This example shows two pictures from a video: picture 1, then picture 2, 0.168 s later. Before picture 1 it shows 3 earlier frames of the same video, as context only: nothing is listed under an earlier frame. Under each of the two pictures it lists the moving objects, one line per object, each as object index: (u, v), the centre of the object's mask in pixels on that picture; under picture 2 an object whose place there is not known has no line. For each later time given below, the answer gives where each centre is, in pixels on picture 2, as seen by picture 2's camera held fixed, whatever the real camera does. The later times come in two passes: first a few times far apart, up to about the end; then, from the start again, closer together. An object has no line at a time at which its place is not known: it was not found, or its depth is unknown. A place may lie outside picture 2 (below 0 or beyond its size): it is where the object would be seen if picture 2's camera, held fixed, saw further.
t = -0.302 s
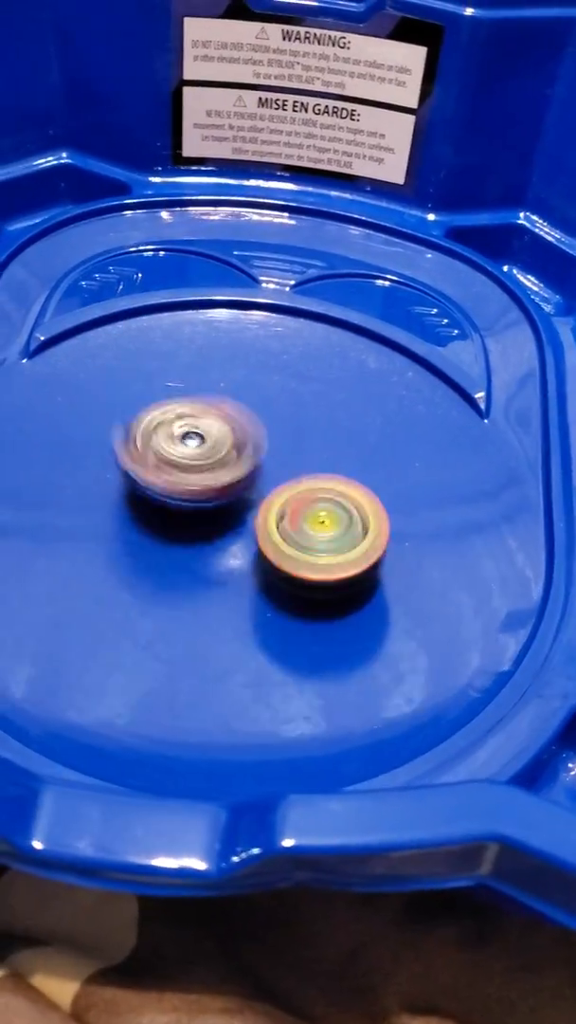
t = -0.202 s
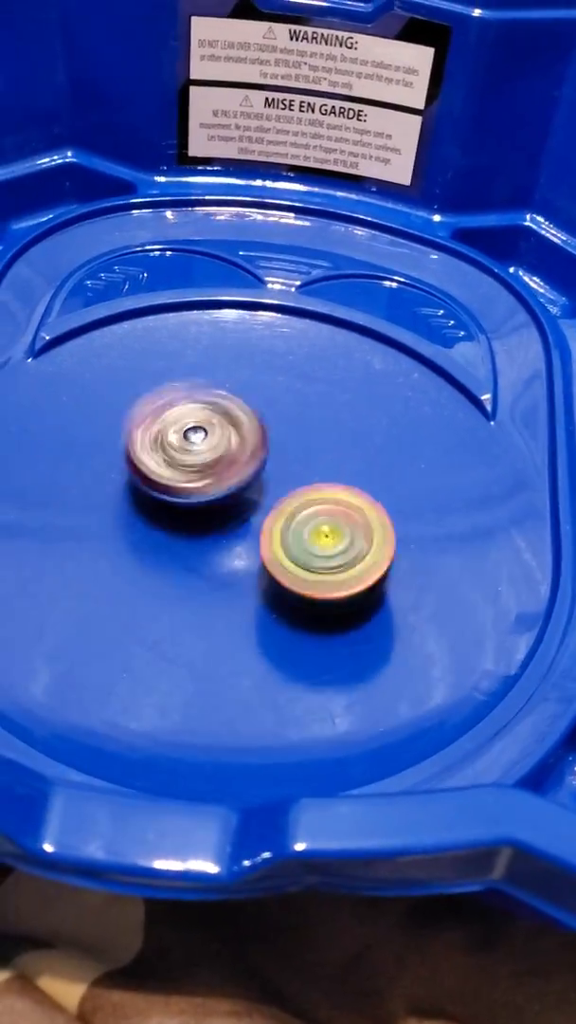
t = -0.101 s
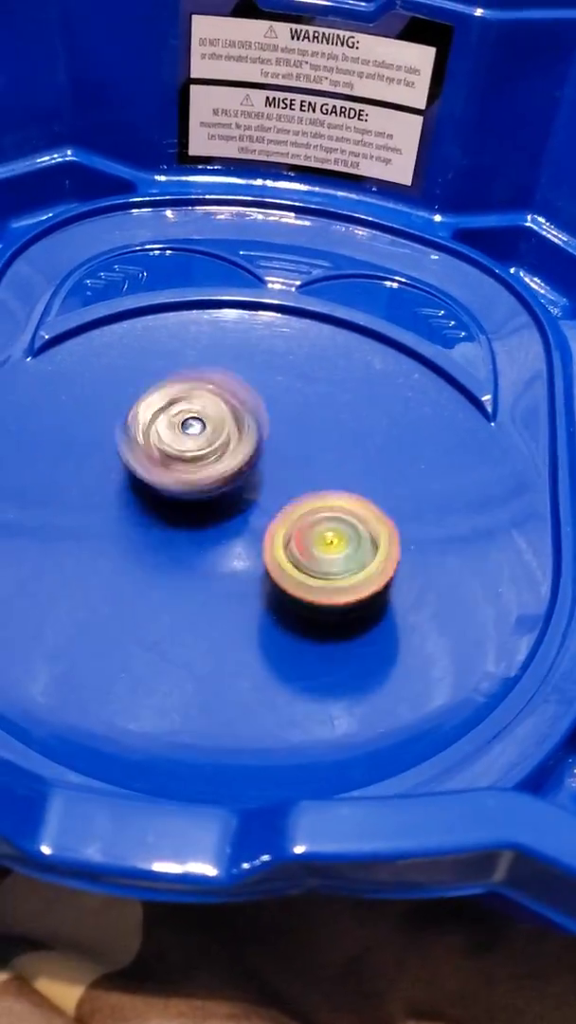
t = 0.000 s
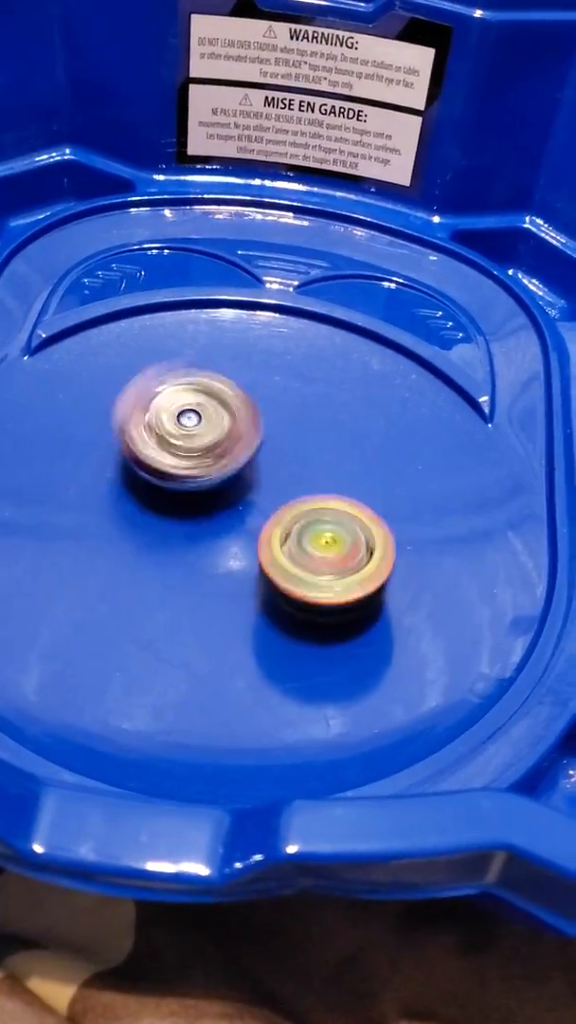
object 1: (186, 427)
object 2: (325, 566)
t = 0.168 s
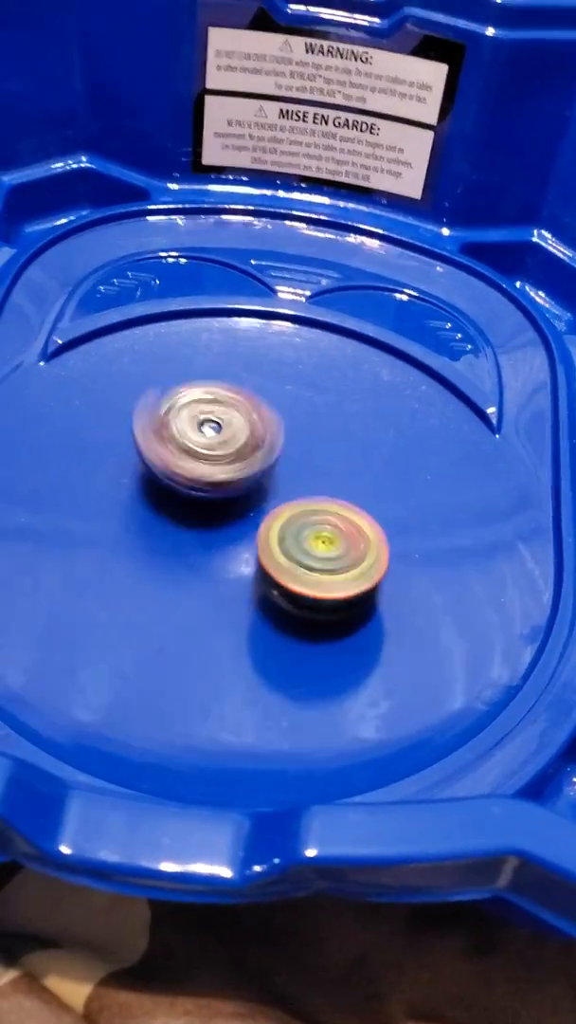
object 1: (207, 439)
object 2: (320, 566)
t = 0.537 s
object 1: (194, 420)
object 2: (341, 578)
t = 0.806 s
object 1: (221, 448)
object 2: (330, 570)
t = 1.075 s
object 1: (229, 425)
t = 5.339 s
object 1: (163, 500)
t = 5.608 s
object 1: (164, 501)
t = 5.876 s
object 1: (164, 501)
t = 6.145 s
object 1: (163, 500)
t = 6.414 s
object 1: (164, 502)
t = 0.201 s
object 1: (209, 440)
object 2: (316, 564)
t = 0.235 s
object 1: (212, 440)
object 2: (312, 559)
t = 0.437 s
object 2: (333, 573)
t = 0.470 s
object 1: (198, 420)
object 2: (337, 576)
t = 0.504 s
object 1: (197, 421)
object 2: (339, 577)
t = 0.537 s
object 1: (194, 420)
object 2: (341, 578)
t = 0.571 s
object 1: (193, 420)
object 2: (343, 578)
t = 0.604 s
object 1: (197, 422)
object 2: (342, 579)
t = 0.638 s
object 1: (201, 426)
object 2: (343, 579)
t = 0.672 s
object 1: (202, 430)
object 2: (341, 578)
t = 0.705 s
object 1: (202, 433)
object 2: (340, 577)
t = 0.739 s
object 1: (209, 437)
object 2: (336, 575)
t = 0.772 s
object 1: (217, 442)
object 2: (334, 573)
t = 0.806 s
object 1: (221, 448)
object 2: (330, 570)
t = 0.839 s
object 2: (327, 567)
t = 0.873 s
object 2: (323, 562)
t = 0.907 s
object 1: (240, 452)
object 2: (319, 557)
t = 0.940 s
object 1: (238, 445)
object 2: (323, 561)
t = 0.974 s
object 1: (233, 434)
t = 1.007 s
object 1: (233, 428)
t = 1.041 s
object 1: (232, 424)
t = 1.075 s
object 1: (229, 425)
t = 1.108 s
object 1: (230, 425)
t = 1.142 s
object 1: (233, 422)
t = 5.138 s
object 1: (164, 500)
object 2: (308, 486)
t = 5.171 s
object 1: (163, 500)
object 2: (307, 487)
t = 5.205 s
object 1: (163, 500)
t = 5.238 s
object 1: (163, 500)
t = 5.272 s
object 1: (163, 500)
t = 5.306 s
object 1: (163, 500)
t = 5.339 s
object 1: (163, 500)
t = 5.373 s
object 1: (163, 501)
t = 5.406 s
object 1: (163, 500)
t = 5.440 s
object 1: (164, 500)
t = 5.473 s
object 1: (164, 501)
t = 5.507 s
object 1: (164, 500)
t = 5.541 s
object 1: (164, 501)
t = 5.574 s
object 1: (164, 500)
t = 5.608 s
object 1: (164, 501)
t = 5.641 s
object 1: (164, 501)
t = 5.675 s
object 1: (164, 501)
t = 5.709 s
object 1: (164, 501)
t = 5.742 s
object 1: (164, 501)
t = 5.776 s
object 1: (164, 501)
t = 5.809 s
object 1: (164, 501)
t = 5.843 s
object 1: (164, 501)
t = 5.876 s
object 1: (164, 501)
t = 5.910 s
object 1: (163, 501)
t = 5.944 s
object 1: (163, 501)
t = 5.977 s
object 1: (163, 500)
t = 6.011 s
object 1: (163, 500)
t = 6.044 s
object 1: (163, 500)
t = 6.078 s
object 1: (163, 500)
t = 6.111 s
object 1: (163, 500)
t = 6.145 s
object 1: (163, 500)
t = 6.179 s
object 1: (163, 500)
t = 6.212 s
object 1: (163, 500)
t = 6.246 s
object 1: (163, 500)
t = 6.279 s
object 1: (163, 501)
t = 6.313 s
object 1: (164, 501)
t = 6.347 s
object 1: (164, 502)
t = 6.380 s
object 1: (164, 502)
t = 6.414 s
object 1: (164, 502)
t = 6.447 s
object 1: (164, 502)
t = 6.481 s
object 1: (165, 502)
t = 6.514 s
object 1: (165, 502)
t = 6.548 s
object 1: (165, 502)
